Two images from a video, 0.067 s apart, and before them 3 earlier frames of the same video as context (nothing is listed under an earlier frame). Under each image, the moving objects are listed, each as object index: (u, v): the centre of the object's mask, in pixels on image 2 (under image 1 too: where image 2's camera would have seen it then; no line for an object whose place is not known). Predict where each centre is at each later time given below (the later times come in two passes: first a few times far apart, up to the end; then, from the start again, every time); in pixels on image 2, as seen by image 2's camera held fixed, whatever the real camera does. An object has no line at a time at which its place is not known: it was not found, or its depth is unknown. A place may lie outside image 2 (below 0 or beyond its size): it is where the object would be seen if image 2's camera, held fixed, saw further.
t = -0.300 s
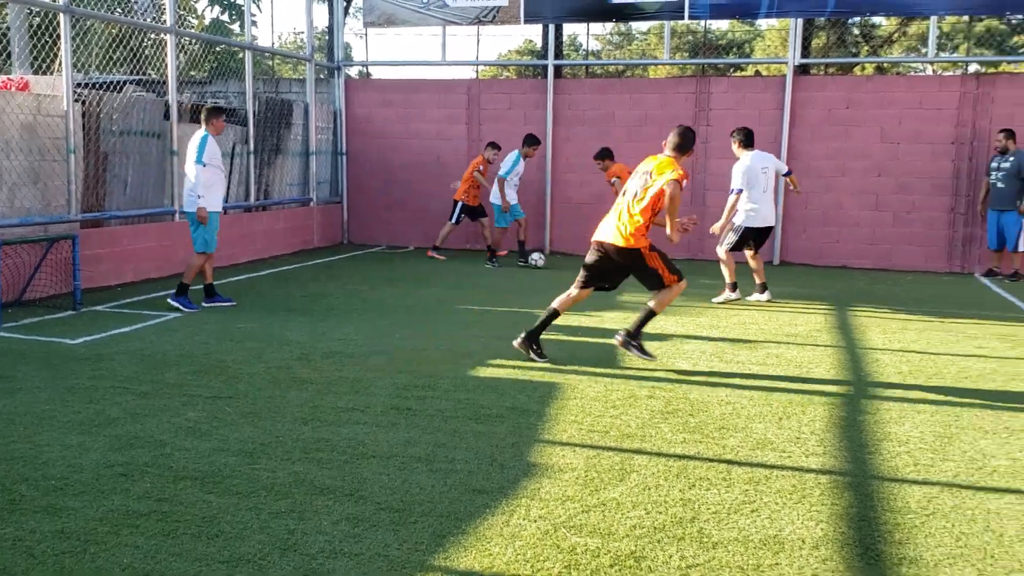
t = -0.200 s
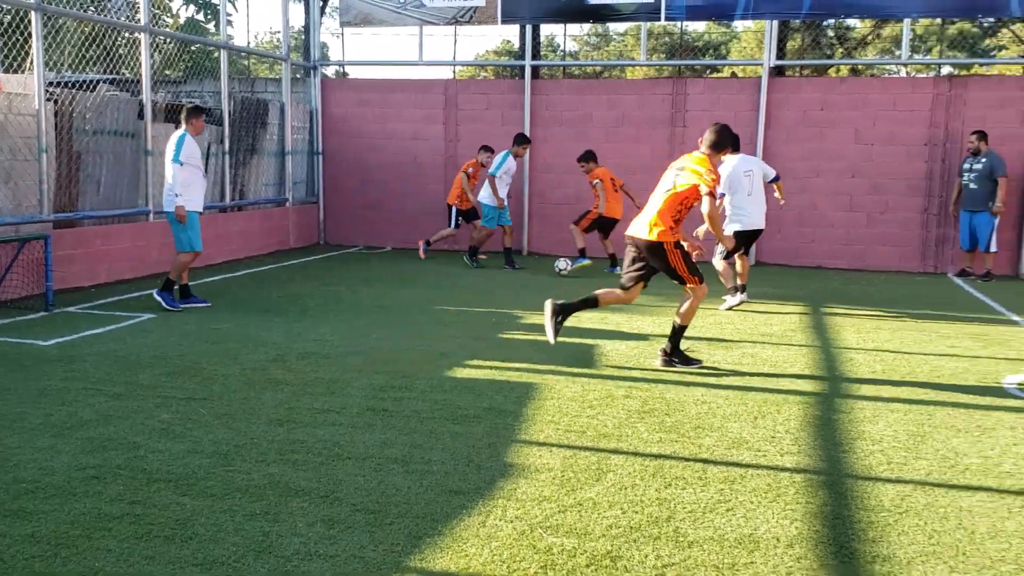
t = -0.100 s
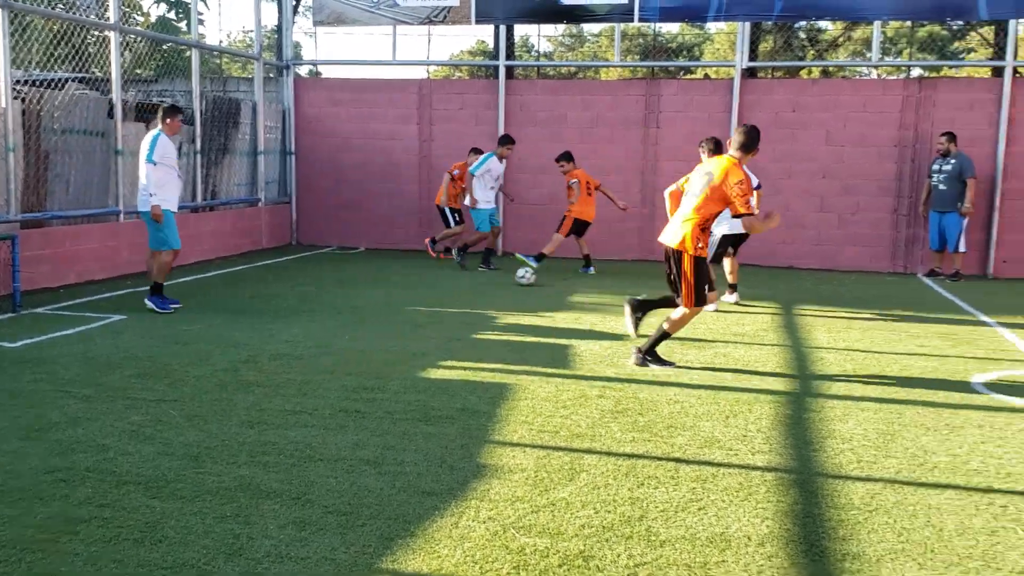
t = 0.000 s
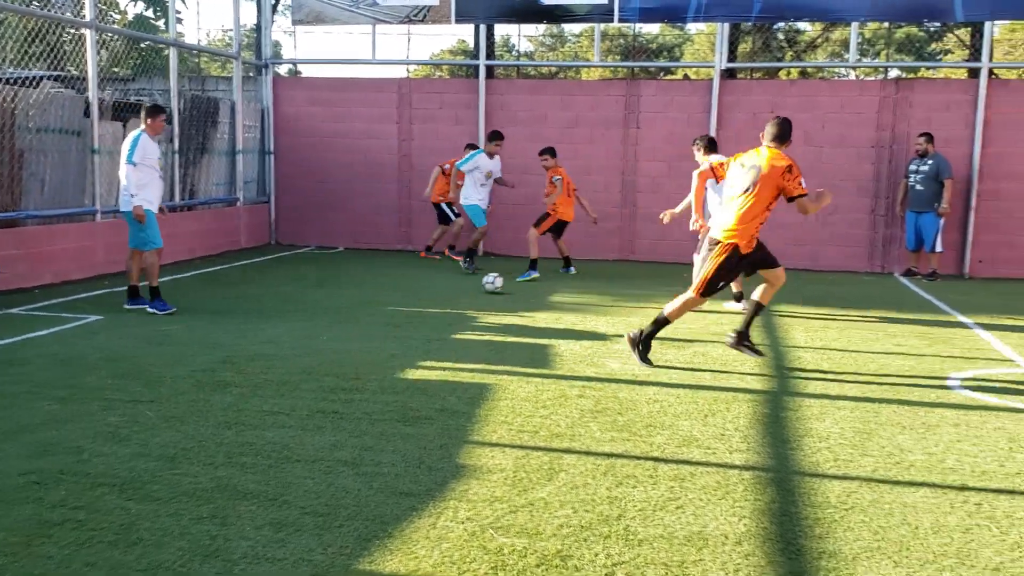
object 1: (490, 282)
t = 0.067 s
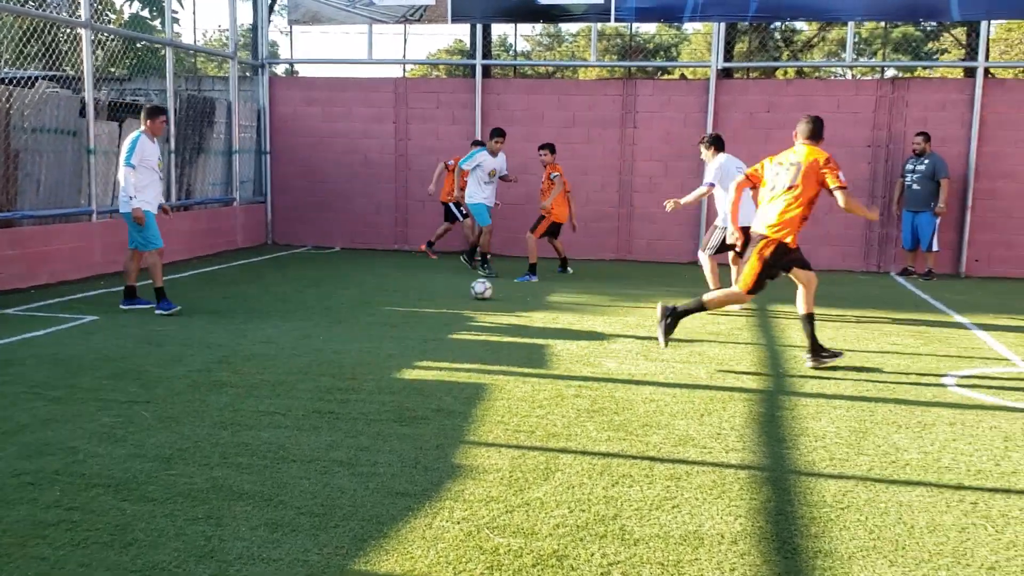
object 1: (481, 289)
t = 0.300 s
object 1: (462, 307)
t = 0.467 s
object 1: (458, 322)
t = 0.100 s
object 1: (478, 290)
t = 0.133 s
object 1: (475, 294)
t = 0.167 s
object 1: (471, 298)
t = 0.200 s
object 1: (468, 299)
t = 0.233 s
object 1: (466, 301)
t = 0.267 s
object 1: (464, 302)
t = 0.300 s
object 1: (462, 307)
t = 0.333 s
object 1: (461, 312)
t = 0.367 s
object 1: (460, 314)
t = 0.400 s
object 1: (460, 315)
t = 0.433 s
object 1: (458, 318)
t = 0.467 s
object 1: (458, 322)
